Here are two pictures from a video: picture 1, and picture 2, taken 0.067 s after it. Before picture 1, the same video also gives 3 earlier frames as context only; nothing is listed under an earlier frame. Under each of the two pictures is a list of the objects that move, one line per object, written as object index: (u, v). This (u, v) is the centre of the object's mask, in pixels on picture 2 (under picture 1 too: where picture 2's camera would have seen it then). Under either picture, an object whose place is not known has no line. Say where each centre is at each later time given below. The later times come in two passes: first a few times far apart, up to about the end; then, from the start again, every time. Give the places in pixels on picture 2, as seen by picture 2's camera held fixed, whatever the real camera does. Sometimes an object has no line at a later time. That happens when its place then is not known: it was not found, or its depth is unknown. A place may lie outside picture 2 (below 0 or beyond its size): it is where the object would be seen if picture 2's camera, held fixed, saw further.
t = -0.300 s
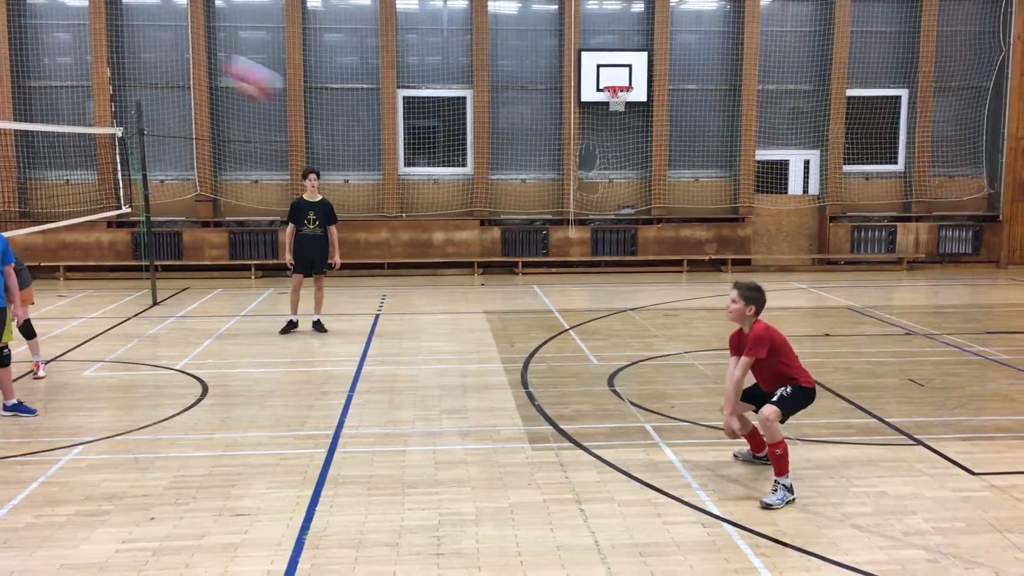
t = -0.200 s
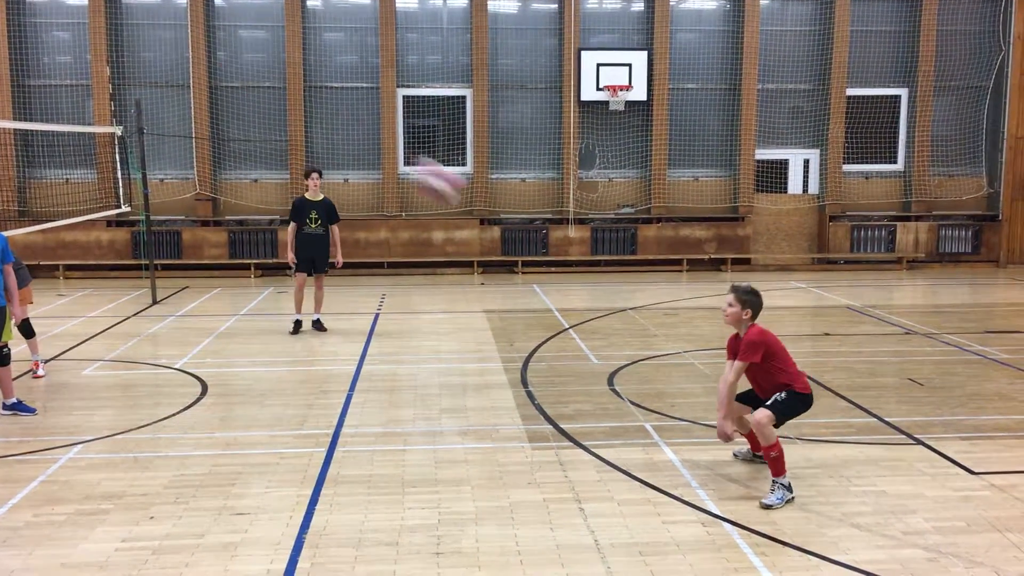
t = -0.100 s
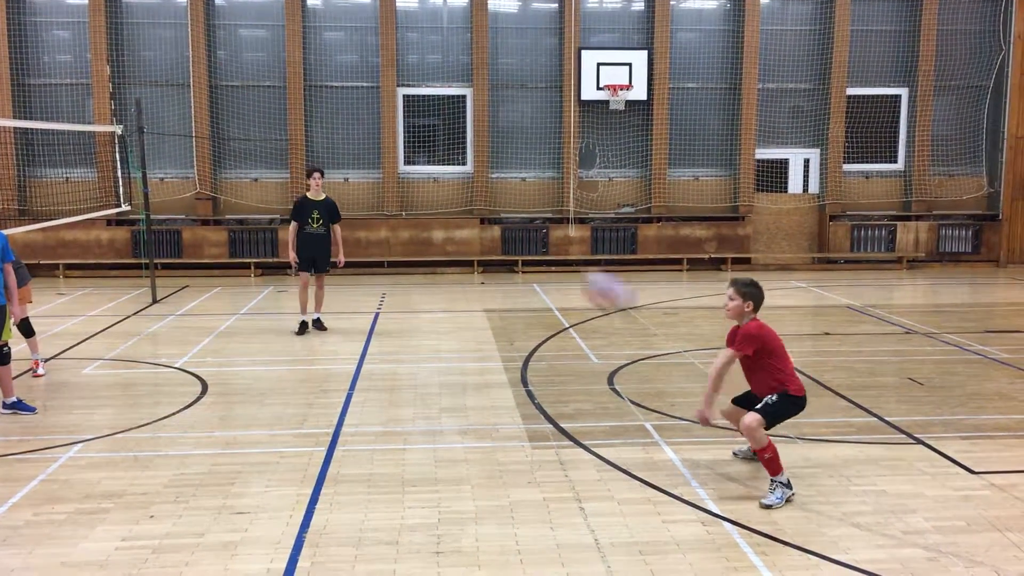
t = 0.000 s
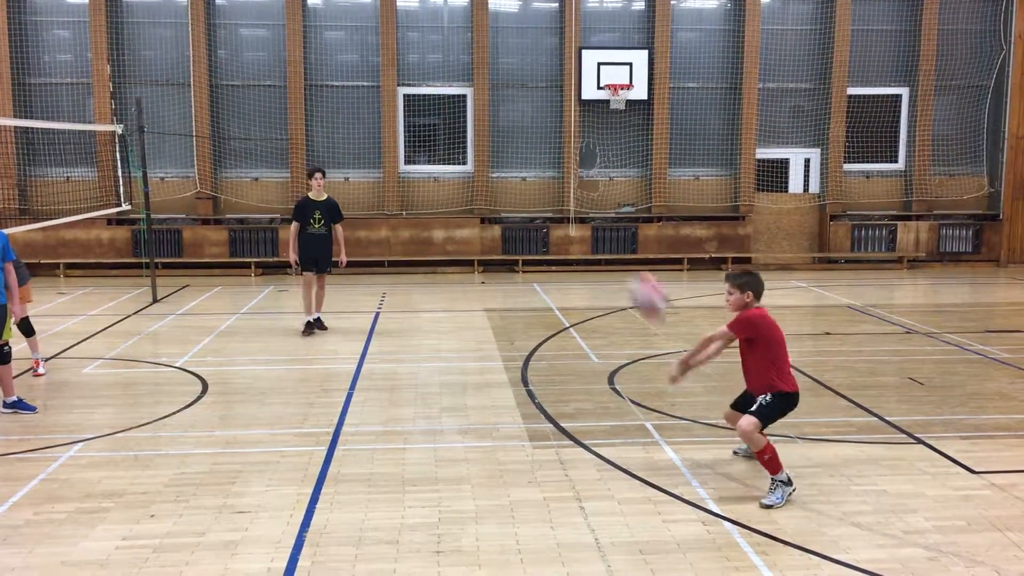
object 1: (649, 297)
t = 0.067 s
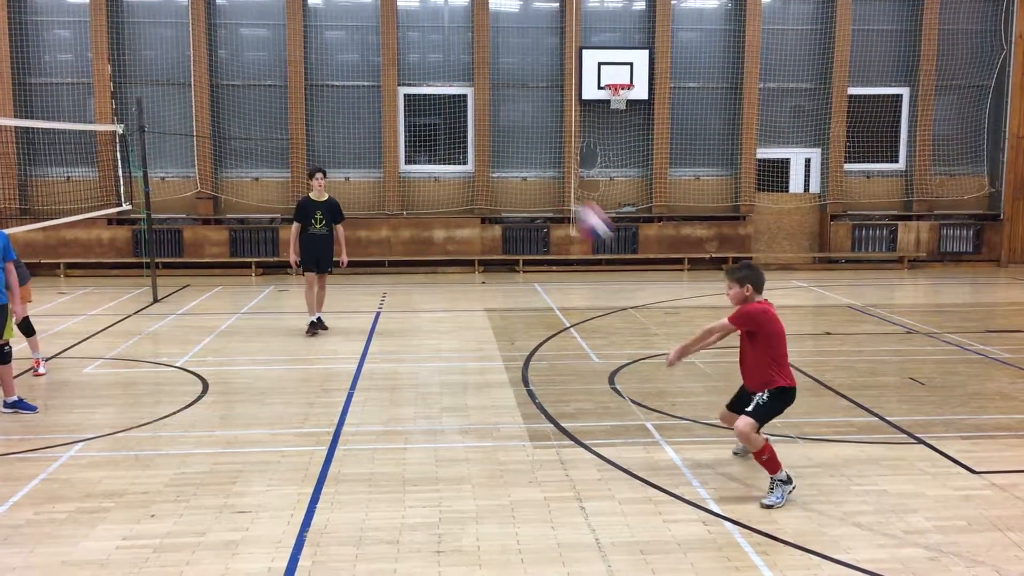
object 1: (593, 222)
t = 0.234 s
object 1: (465, 89)
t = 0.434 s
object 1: (337, 8)
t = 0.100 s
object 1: (566, 191)
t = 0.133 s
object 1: (539, 160)
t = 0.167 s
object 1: (512, 134)
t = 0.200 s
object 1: (490, 110)
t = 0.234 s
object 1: (465, 89)
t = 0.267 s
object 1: (441, 69)
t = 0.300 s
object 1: (418, 51)
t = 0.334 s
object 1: (396, 36)
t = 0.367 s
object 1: (376, 24)
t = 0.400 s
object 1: (356, 14)
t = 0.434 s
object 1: (337, 8)
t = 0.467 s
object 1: (318, 5)
